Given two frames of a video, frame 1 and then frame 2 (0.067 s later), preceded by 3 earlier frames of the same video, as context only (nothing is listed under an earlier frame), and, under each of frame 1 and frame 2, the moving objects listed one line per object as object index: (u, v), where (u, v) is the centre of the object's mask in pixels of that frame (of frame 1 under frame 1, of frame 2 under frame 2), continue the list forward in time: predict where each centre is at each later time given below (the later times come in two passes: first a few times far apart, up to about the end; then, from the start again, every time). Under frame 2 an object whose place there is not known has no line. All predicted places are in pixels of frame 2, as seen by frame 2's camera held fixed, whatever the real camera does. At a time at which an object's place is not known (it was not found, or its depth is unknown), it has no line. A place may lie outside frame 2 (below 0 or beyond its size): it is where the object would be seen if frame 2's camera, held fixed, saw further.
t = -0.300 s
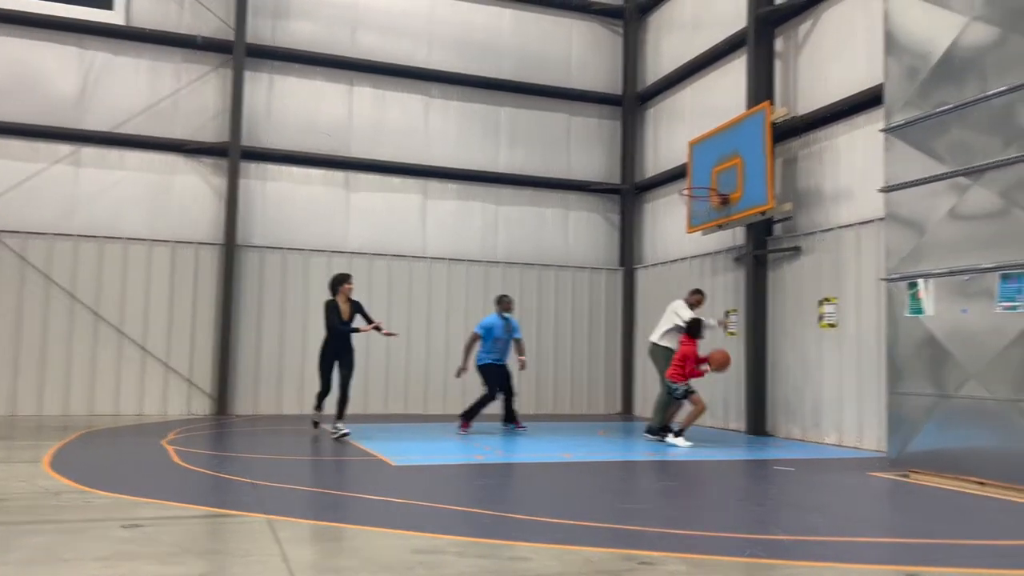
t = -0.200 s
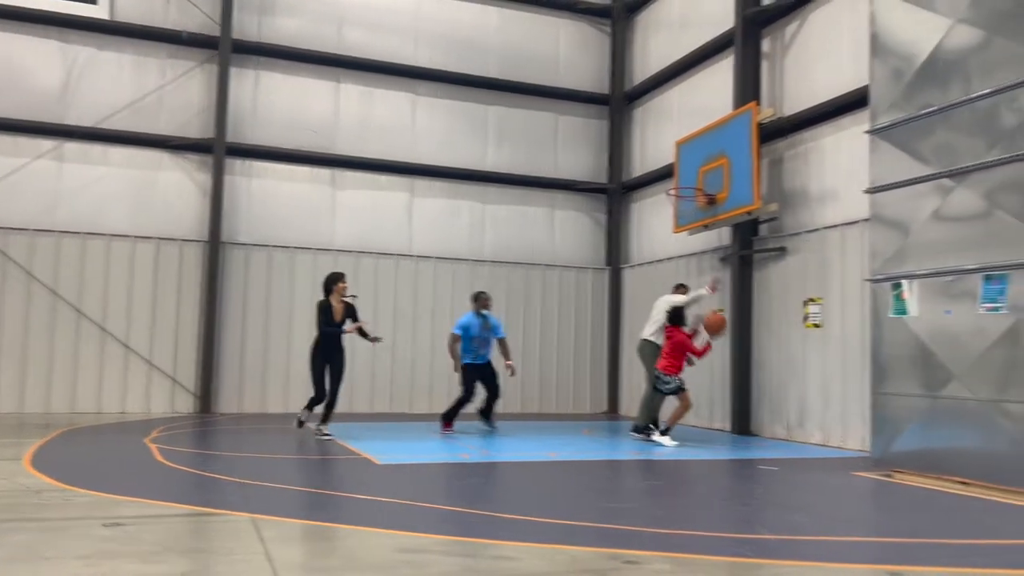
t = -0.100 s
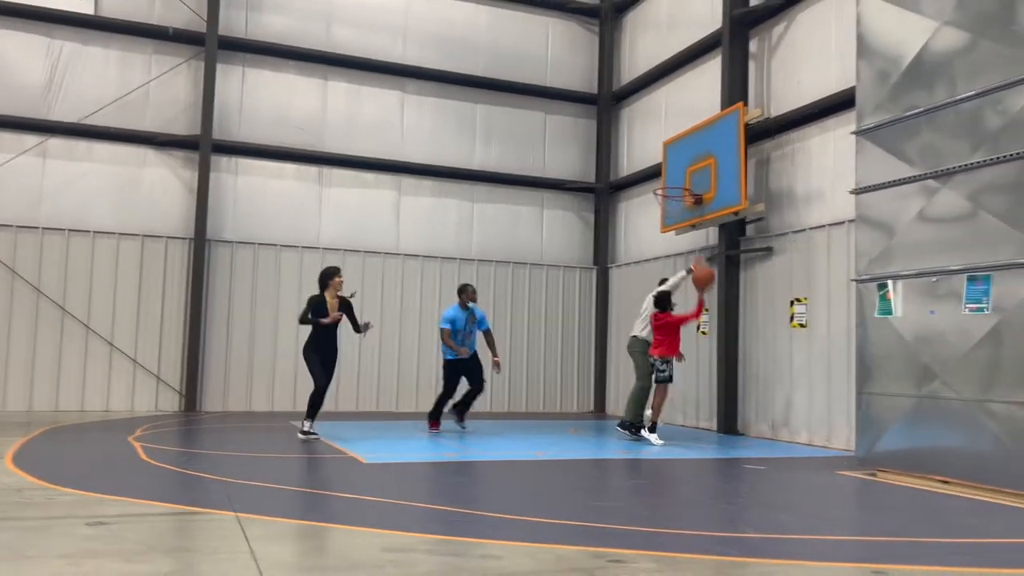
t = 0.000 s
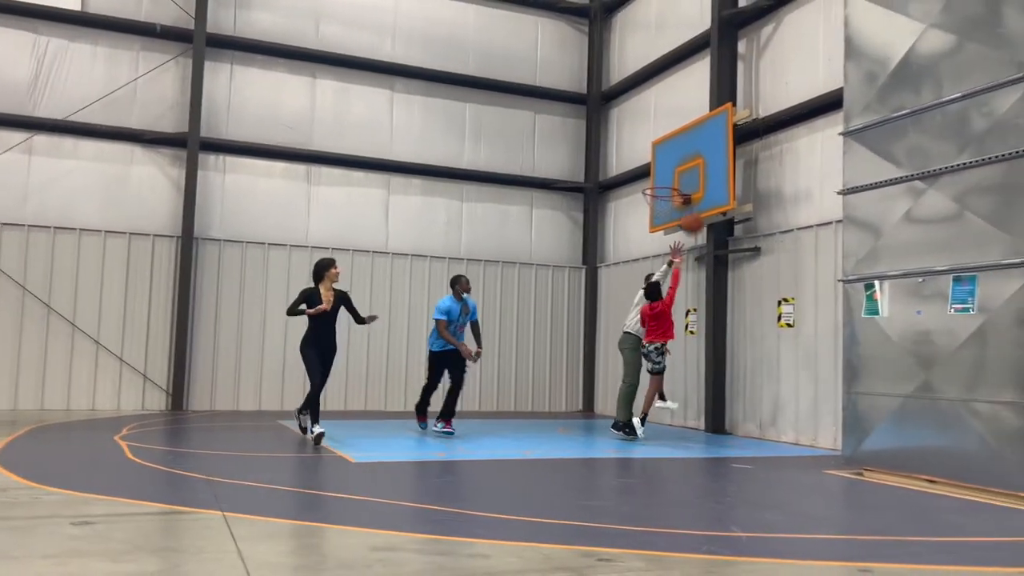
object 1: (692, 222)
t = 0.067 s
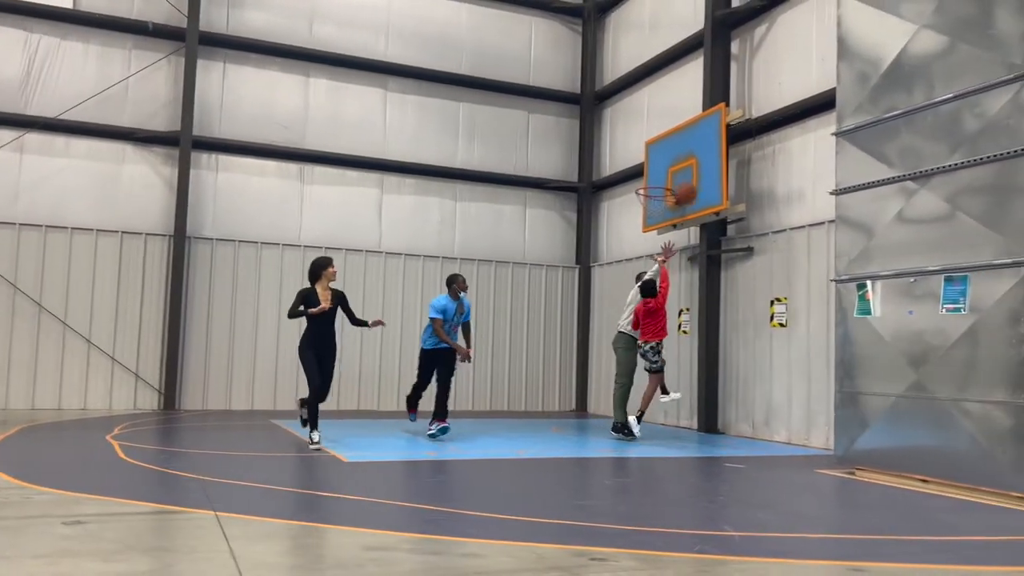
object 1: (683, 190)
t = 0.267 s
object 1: (684, 126)
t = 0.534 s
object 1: (683, 103)
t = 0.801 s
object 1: (672, 129)
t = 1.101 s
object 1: (649, 186)
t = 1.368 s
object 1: (657, 213)
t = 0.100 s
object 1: (685, 178)
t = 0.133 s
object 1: (683, 165)
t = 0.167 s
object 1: (683, 154)
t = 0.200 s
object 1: (683, 144)
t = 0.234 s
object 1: (683, 134)
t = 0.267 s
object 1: (684, 126)
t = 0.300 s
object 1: (683, 121)
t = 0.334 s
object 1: (683, 116)
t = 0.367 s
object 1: (683, 111)
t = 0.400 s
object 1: (683, 108)
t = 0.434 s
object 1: (683, 104)
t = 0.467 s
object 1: (683, 103)
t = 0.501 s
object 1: (683, 103)
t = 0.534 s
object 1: (683, 103)
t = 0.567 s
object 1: (683, 104)
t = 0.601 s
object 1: (682, 106)
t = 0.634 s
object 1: (682, 109)
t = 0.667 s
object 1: (682, 113)
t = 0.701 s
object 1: (682, 117)
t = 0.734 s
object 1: (679, 121)
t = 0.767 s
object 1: (676, 125)
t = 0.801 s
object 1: (672, 129)
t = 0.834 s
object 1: (669, 134)
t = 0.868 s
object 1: (665, 142)
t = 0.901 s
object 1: (660, 149)
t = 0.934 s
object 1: (657, 156)
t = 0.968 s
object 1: (652, 165)
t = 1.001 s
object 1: (649, 174)
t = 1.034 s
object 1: (647, 184)
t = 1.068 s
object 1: (647, 185)
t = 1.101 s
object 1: (649, 186)
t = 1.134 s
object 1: (650, 188)
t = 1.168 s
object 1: (650, 193)
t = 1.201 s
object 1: (652, 195)
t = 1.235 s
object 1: (653, 198)
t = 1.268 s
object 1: (653, 201)
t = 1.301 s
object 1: (654, 206)
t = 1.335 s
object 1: (656, 210)
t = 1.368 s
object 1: (657, 213)
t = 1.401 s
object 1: (656, 217)
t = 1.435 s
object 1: (655, 220)
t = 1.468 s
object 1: (655, 226)
